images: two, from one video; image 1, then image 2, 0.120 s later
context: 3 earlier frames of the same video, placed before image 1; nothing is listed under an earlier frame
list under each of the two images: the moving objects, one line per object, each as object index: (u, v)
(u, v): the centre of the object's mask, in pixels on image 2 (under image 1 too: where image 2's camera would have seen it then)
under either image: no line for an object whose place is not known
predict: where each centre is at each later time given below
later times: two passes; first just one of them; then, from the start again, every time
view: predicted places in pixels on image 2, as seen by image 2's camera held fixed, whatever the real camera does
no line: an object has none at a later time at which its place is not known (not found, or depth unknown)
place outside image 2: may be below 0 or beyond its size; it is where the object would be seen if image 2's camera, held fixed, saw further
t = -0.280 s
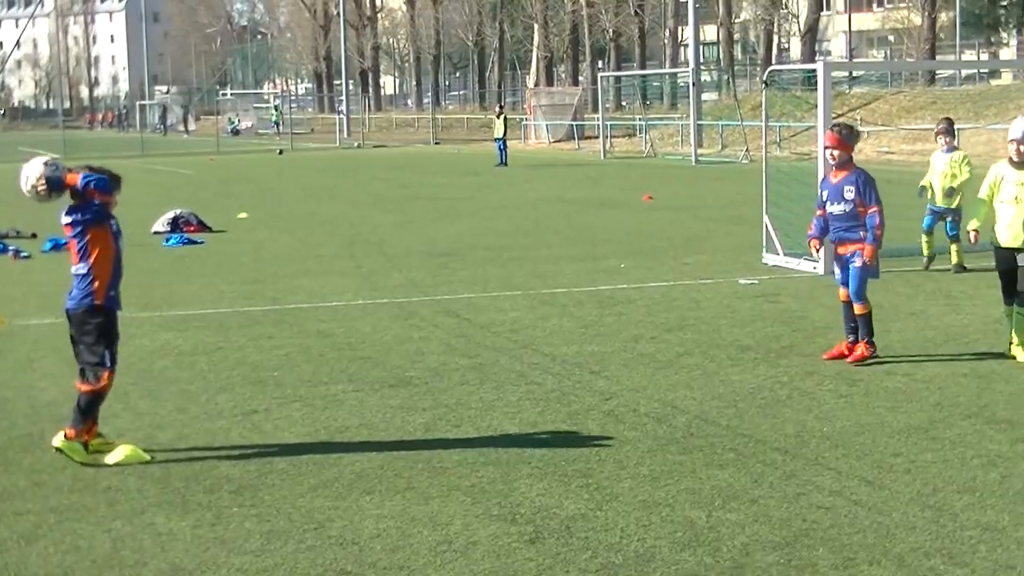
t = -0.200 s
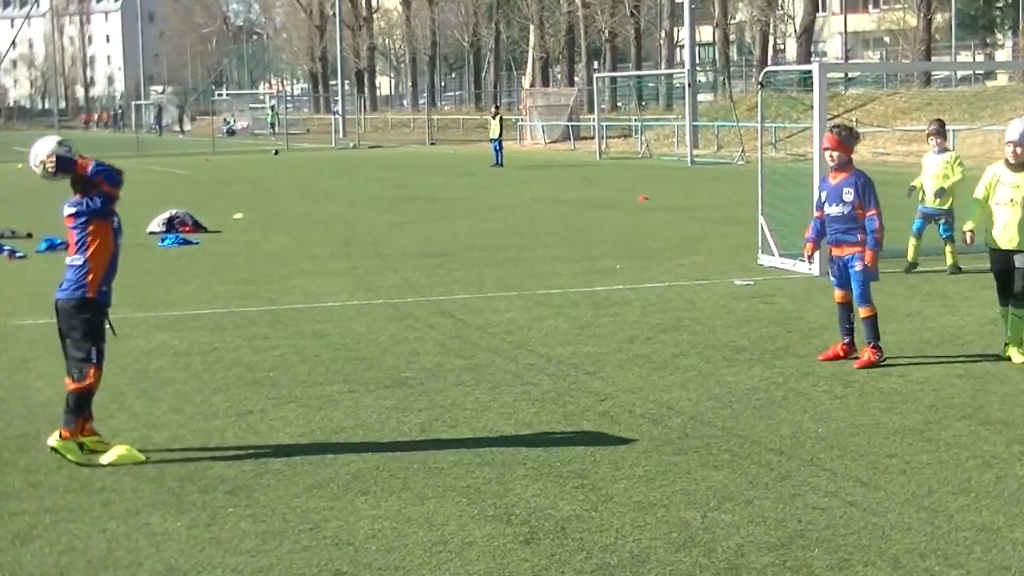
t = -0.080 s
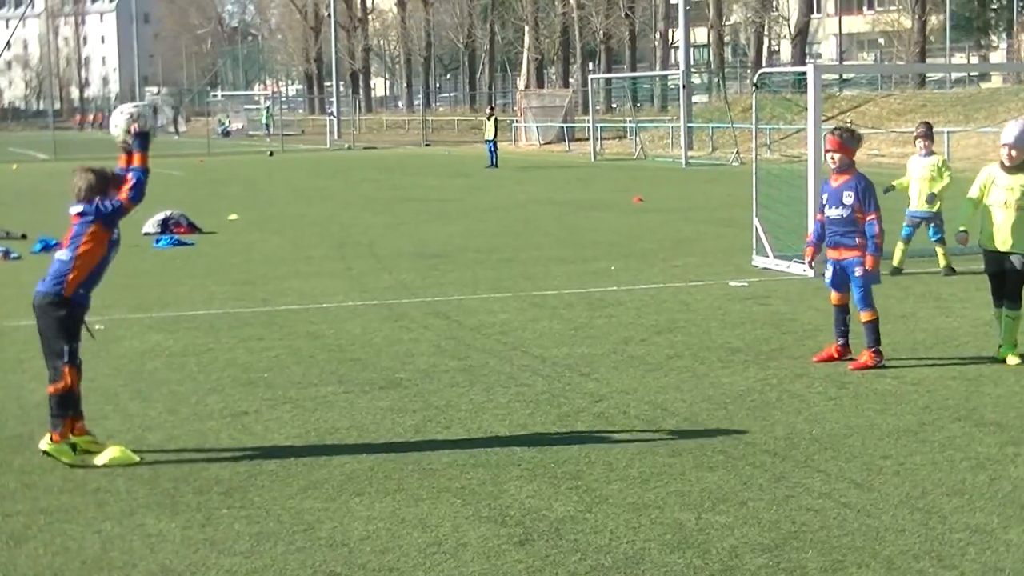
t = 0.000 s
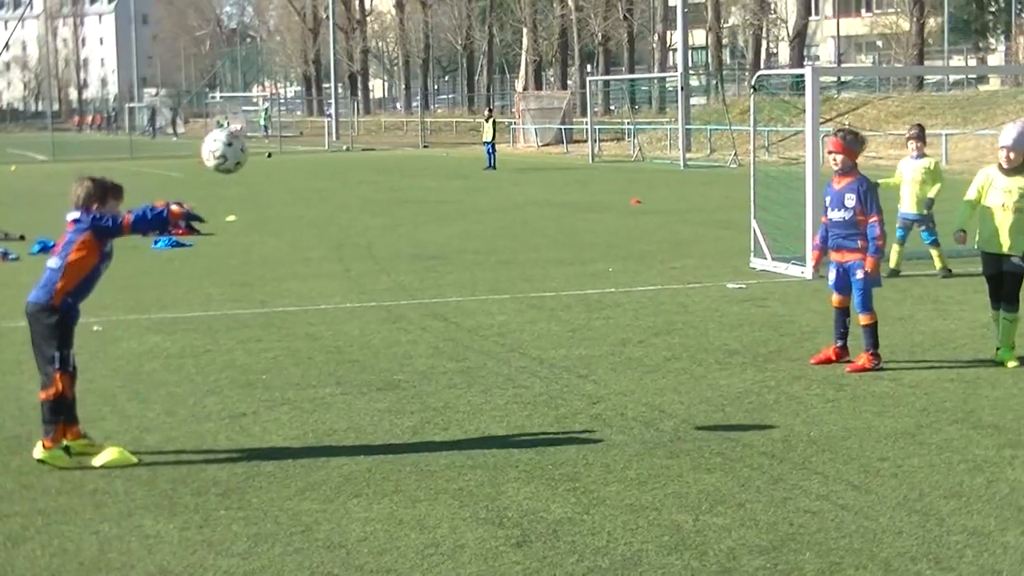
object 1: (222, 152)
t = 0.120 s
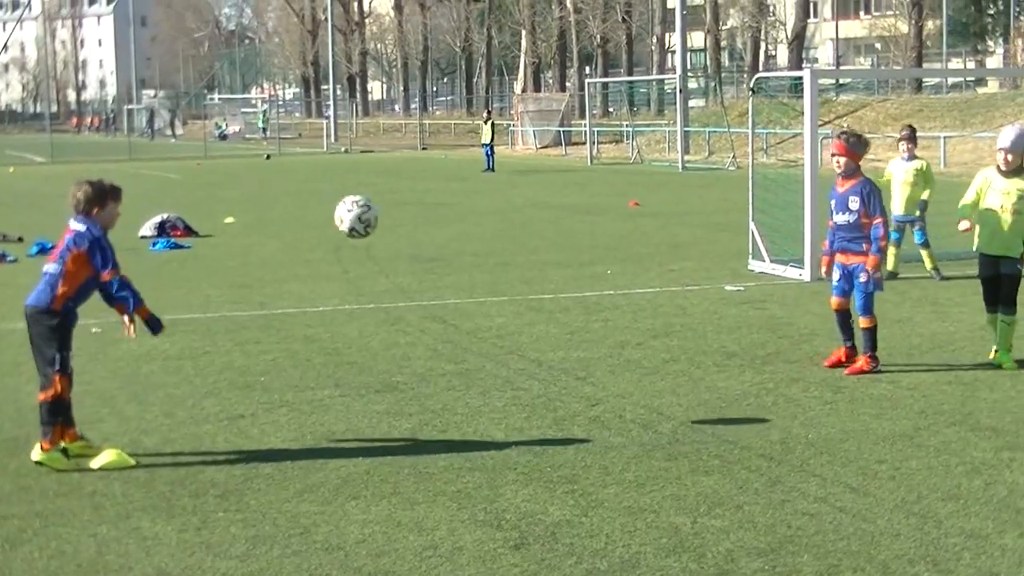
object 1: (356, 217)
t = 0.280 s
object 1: (519, 345)
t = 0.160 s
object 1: (398, 244)
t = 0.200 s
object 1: (439, 275)
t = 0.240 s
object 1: (480, 309)
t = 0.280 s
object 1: (519, 345)
